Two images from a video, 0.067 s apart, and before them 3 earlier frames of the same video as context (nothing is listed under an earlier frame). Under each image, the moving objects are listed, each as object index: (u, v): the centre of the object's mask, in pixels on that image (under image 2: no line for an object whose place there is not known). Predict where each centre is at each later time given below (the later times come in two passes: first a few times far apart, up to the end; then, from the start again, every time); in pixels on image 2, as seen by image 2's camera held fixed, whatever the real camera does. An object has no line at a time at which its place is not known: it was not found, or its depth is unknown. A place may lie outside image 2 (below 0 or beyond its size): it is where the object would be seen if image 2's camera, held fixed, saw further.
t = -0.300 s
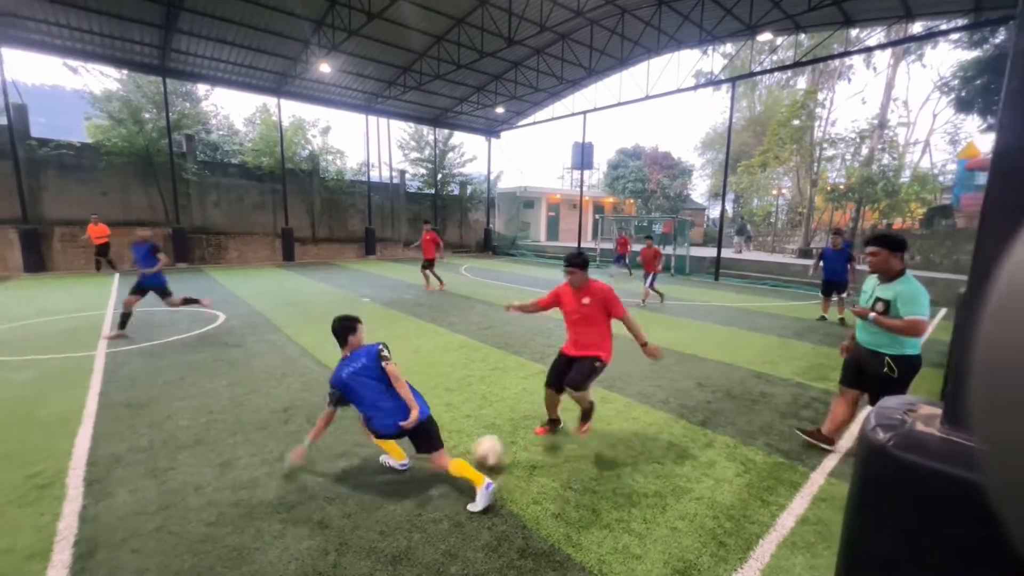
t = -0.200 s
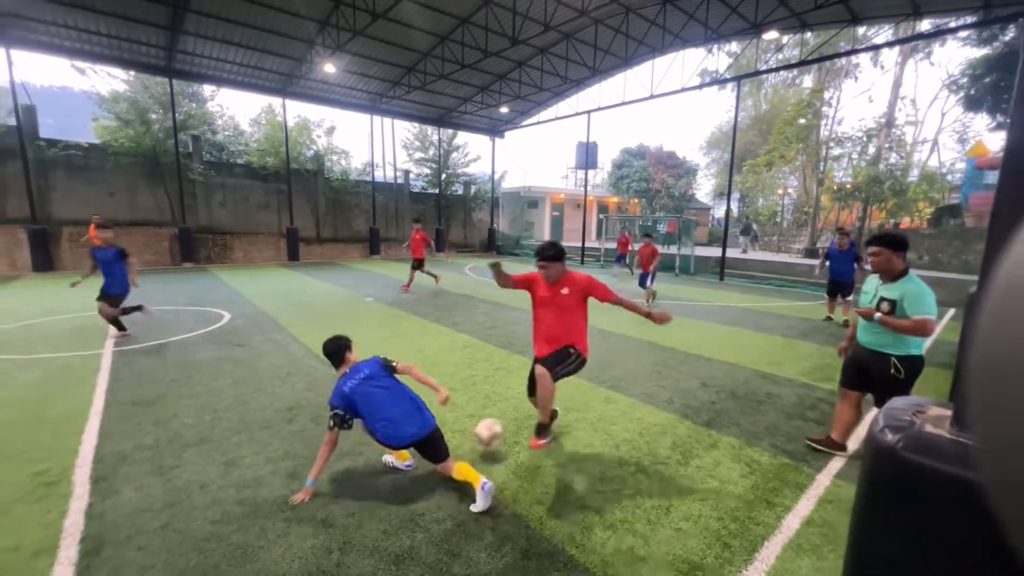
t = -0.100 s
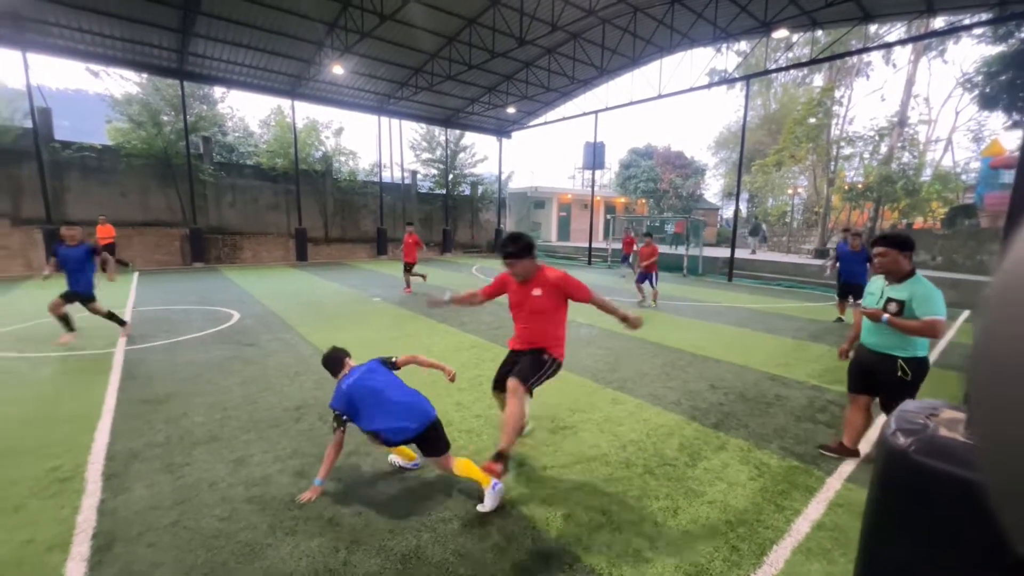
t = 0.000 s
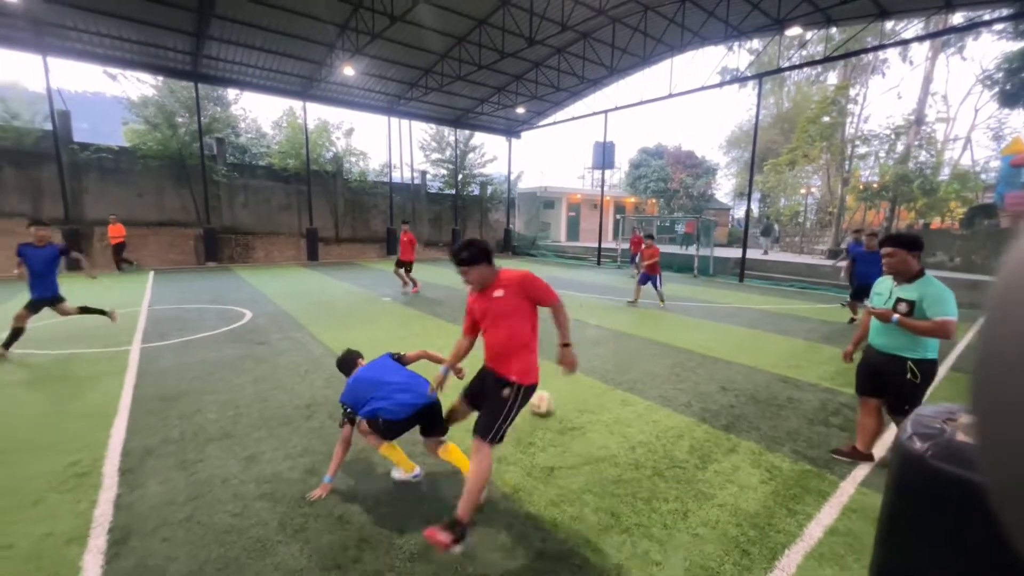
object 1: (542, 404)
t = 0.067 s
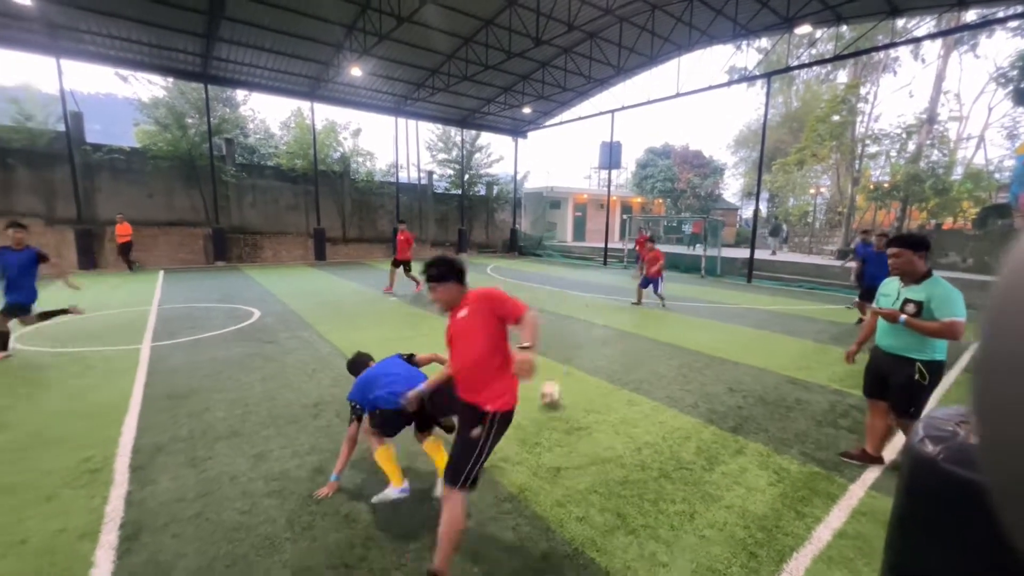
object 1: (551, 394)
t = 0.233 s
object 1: (558, 382)
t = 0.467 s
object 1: (568, 369)
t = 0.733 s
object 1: (576, 354)
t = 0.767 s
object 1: (577, 352)
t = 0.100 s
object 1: (553, 391)
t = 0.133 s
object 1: (555, 390)
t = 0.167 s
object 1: (555, 389)
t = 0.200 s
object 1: (558, 386)
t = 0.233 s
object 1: (558, 382)
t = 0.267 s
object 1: (560, 381)
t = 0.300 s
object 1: (561, 378)
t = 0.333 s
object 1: (563, 376)
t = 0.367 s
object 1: (564, 374)
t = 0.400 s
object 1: (565, 373)
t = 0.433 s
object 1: (566, 371)
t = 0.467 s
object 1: (568, 369)
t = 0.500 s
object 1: (569, 366)
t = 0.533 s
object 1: (569, 364)
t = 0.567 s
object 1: (571, 362)
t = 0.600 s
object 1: (572, 361)
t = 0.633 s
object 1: (573, 359)
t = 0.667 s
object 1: (574, 357)
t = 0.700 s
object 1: (575, 356)
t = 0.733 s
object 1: (576, 354)
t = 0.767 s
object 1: (577, 352)
